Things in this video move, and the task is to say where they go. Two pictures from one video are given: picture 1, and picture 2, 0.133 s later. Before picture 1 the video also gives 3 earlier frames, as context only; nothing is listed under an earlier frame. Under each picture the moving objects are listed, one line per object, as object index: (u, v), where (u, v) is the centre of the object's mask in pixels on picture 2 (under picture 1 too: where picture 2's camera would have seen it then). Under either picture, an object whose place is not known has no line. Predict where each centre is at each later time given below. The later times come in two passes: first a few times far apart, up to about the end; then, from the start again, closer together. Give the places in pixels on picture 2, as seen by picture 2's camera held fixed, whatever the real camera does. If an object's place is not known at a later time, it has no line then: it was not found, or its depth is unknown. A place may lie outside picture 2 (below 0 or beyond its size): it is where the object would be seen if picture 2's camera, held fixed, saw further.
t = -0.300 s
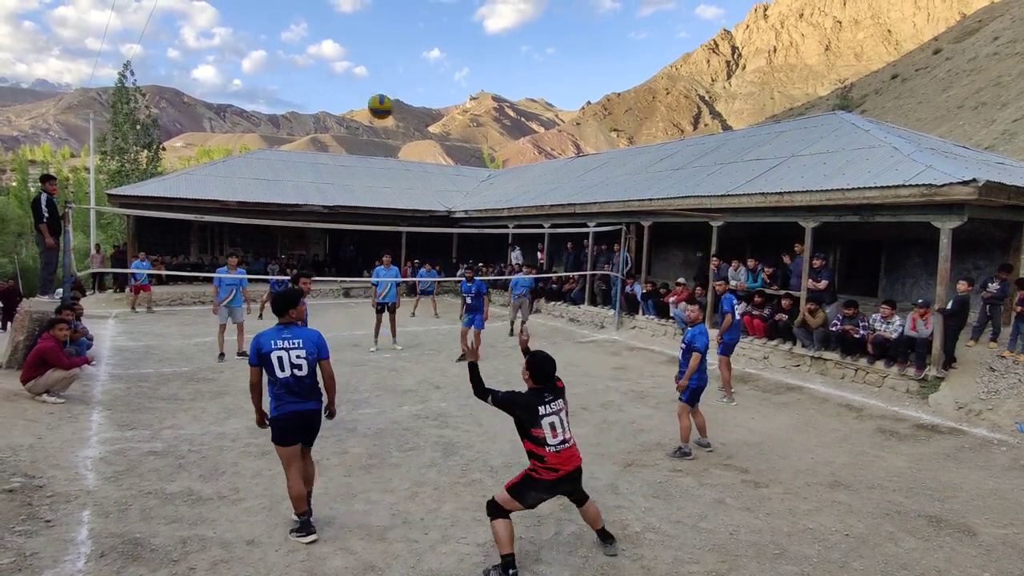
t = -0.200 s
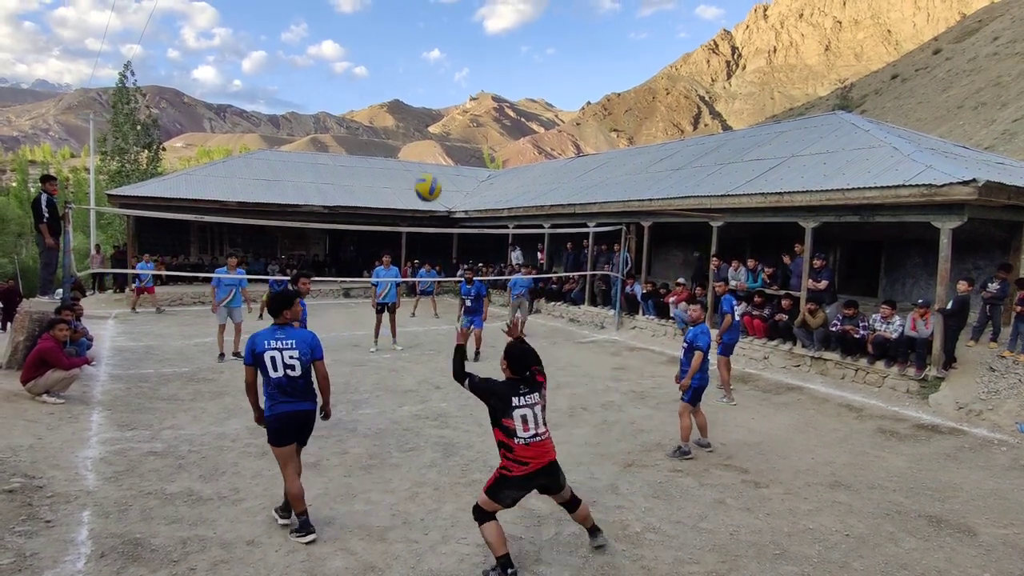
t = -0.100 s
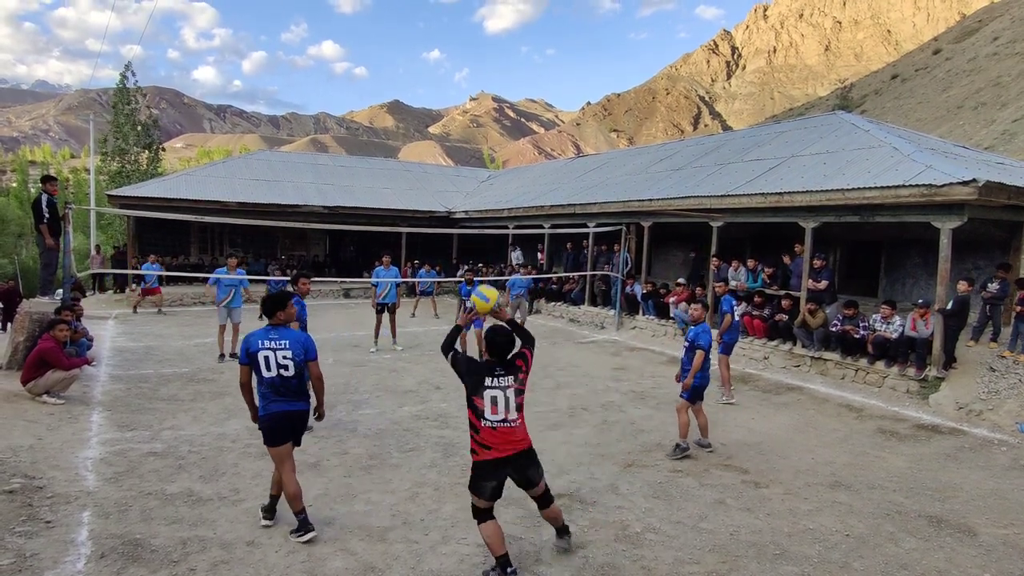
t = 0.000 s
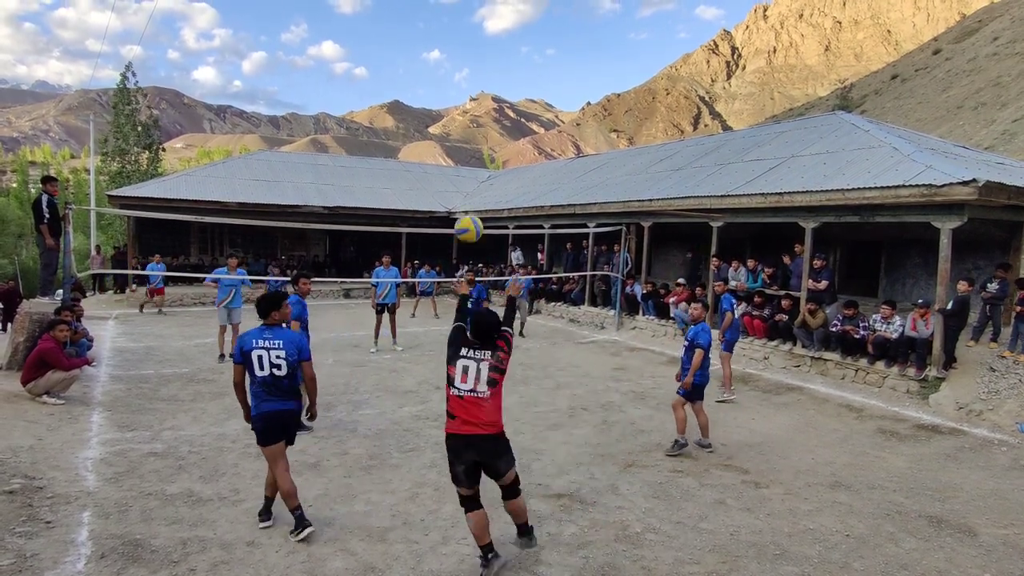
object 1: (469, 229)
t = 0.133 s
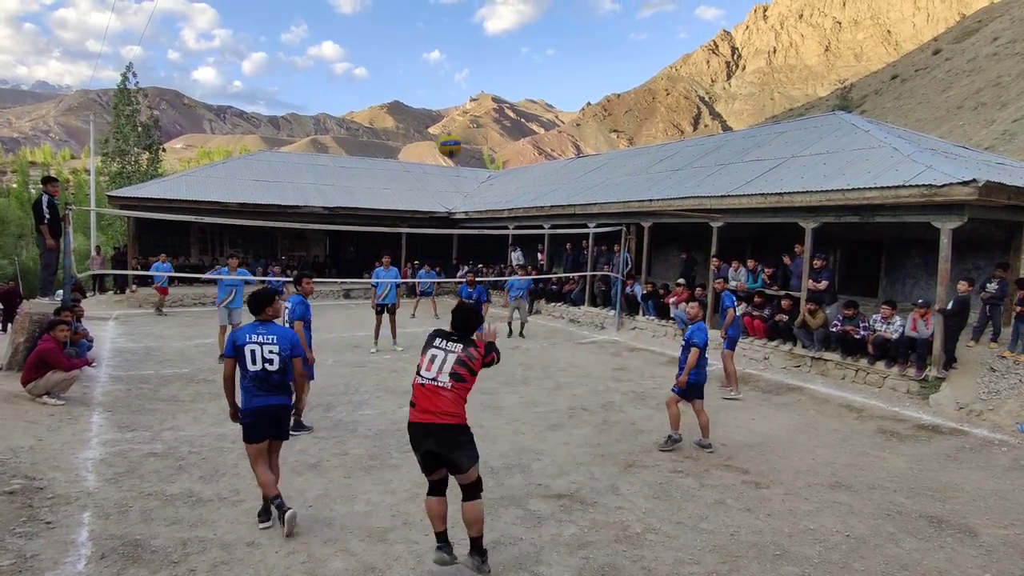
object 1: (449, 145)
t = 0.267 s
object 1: (433, 98)
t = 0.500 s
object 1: (413, 75)
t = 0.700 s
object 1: (399, 94)
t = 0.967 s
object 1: (385, 156)
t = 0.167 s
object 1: (445, 129)
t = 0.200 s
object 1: (441, 117)
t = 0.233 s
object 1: (437, 106)
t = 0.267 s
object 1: (433, 98)
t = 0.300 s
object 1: (430, 90)
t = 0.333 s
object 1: (427, 85)
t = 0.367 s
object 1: (423, 80)
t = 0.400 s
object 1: (421, 77)
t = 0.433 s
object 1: (418, 75)
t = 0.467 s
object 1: (415, 74)
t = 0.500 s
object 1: (413, 75)
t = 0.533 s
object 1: (410, 76)
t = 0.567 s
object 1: (408, 78)
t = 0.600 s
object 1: (406, 81)
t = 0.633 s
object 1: (403, 84)
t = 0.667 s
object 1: (401, 89)
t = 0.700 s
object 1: (399, 94)
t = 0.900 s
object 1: (390, 137)
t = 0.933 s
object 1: (386, 146)
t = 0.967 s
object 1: (385, 156)
